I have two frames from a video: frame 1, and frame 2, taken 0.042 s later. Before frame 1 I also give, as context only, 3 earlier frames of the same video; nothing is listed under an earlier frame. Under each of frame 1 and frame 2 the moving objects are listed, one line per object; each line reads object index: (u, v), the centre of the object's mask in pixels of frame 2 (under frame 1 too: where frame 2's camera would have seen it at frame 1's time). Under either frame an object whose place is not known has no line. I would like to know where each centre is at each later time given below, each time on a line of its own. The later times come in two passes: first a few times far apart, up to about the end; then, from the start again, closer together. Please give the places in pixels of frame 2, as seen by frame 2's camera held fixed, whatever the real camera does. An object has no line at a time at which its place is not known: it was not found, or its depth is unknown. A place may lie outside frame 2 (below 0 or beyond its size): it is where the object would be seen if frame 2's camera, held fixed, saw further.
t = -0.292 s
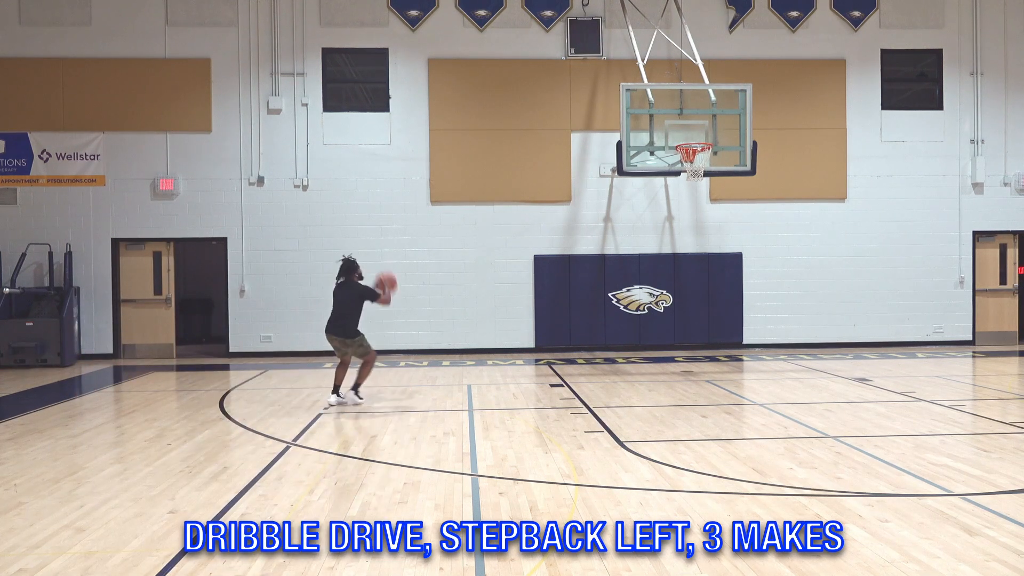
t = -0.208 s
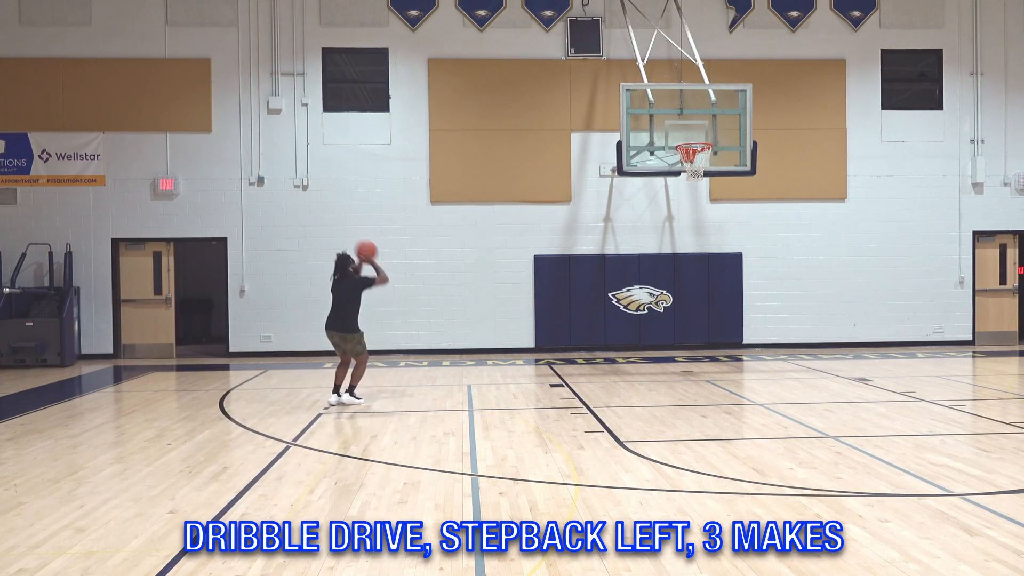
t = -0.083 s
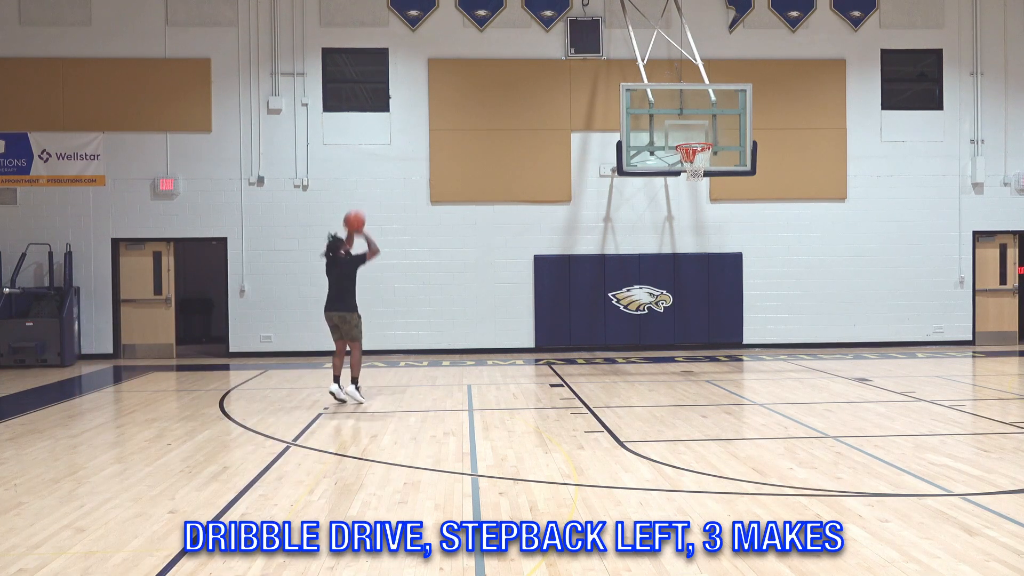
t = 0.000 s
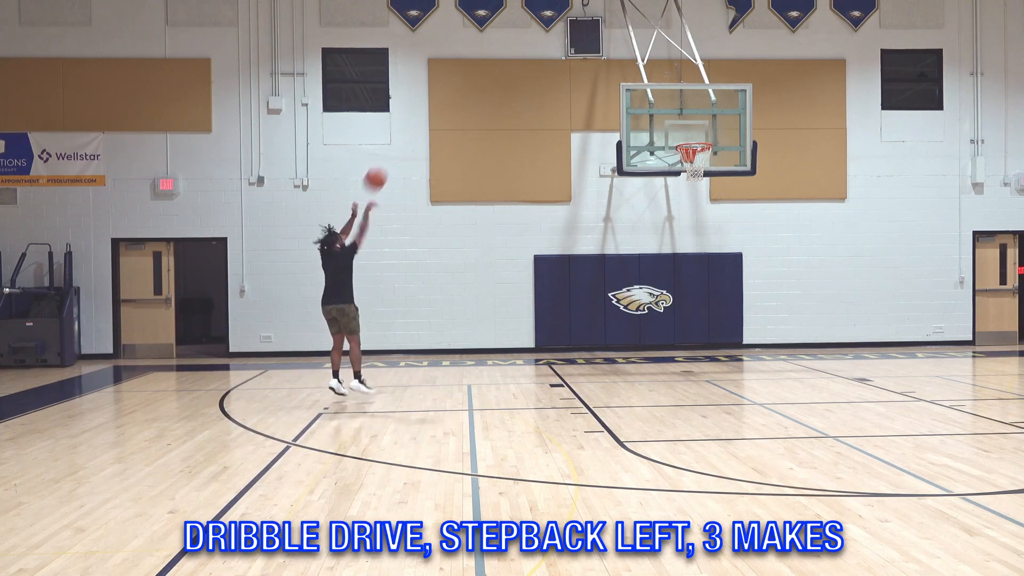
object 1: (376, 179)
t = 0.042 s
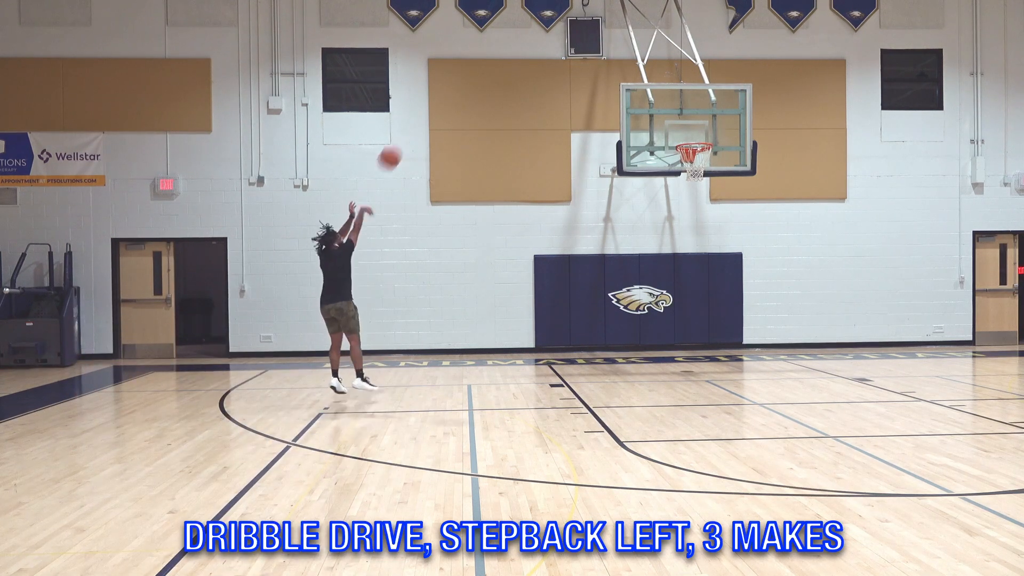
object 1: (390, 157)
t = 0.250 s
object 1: (459, 76)
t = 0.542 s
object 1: (548, 30)
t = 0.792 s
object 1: (619, 47)
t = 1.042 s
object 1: (682, 109)
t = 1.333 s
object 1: (693, 147)
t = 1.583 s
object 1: (711, 168)
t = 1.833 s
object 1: (711, 209)
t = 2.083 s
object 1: (711, 291)
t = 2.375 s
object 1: (705, 322)
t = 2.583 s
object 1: (694, 281)
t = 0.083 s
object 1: (404, 137)
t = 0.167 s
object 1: (432, 104)
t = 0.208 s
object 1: (446, 89)
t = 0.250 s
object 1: (459, 76)
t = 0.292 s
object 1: (472, 65)
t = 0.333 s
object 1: (485, 56)
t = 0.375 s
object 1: (498, 48)
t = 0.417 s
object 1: (511, 41)
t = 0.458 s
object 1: (523, 36)
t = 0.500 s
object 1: (536, 33)
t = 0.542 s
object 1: (548, 30)
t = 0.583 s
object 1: (562, 30)
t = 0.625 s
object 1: (573, 31)
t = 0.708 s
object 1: (595, 36)
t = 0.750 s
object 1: (608, 41)
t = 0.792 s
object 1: (619, 47)
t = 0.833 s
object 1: (629, 55)
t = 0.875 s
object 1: (640, 63)
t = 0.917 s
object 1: (652, 72)
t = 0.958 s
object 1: (662, 83)
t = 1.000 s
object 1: (673, 96)
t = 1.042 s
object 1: (682, 109)
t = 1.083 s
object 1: (692, 123)
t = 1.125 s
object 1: (702, 138)
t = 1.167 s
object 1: (700, 144)
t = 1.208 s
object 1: (694, 140)
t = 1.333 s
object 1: (693, 147)
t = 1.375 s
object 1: (696, 154)
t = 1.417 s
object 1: (703, 158)
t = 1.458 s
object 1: (706, 162)
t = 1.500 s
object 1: (709, 163)
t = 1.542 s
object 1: (710, 166)
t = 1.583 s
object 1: (711, 168)
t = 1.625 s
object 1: (711, 173)
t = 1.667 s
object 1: (711, 178)
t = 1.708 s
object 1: (711, 183)
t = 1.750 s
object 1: (711, 191)
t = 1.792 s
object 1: (711, 200)
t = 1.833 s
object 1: (711, 209)
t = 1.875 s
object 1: (711, 220)
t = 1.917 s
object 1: (711, 232)
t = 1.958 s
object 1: (711, 245)
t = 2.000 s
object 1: (711, 260)
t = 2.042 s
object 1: (711, 275)
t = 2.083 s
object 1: (711, 291)
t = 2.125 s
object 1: (711, 309)
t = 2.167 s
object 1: (712, 327)
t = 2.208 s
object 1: (712, 344)
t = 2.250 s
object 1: (711, 361)
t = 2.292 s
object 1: (709, 346)
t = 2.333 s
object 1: (707, 334)
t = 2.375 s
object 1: (705, 322)
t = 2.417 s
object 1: (702, 311)
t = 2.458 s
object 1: (700, 301)
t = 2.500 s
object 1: (698, 293)
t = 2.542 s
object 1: (696, 286)
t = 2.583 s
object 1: (694, 281)
